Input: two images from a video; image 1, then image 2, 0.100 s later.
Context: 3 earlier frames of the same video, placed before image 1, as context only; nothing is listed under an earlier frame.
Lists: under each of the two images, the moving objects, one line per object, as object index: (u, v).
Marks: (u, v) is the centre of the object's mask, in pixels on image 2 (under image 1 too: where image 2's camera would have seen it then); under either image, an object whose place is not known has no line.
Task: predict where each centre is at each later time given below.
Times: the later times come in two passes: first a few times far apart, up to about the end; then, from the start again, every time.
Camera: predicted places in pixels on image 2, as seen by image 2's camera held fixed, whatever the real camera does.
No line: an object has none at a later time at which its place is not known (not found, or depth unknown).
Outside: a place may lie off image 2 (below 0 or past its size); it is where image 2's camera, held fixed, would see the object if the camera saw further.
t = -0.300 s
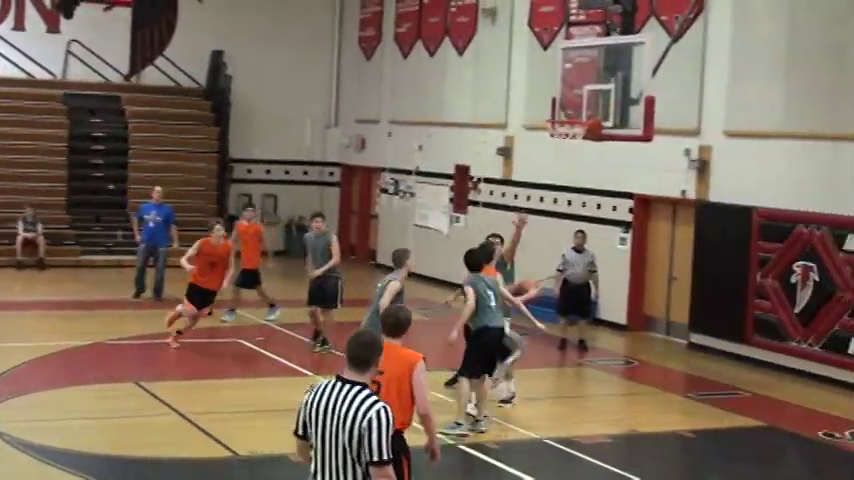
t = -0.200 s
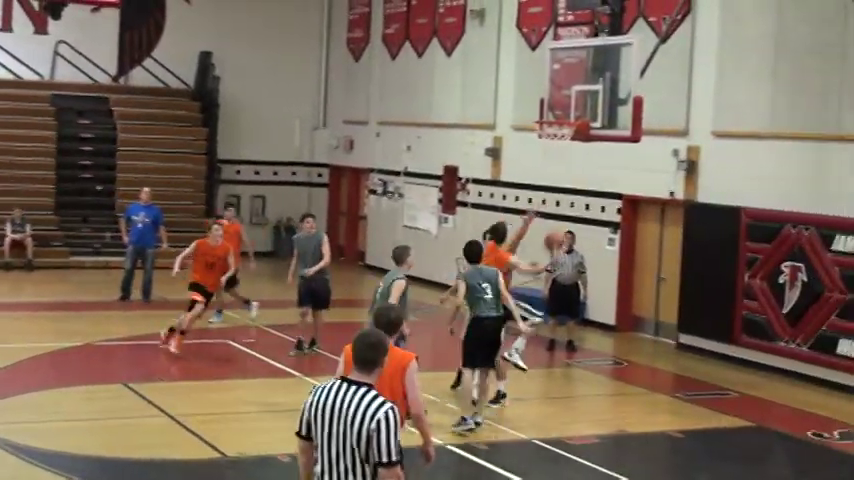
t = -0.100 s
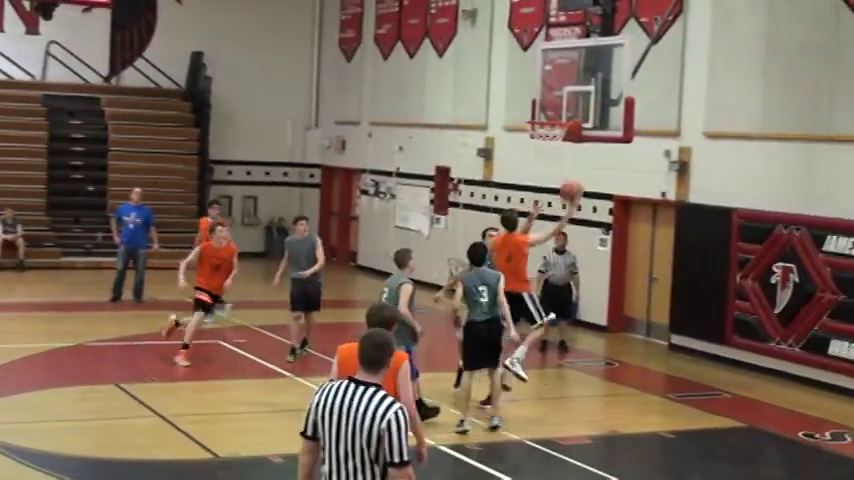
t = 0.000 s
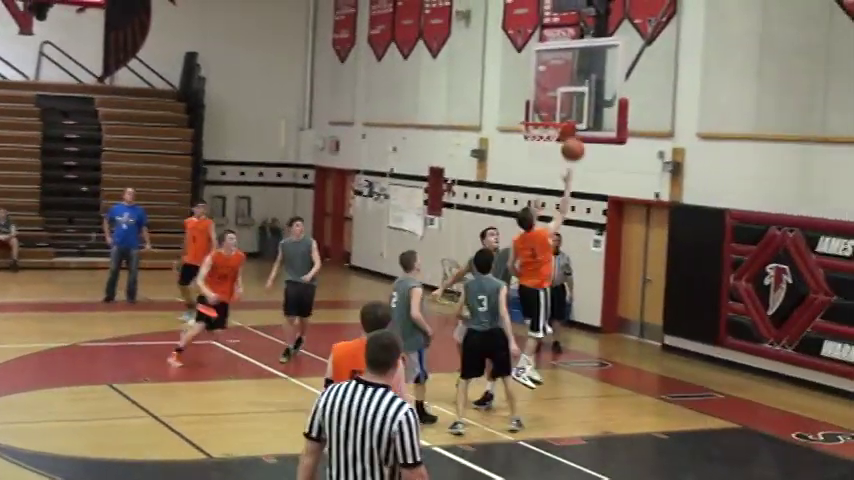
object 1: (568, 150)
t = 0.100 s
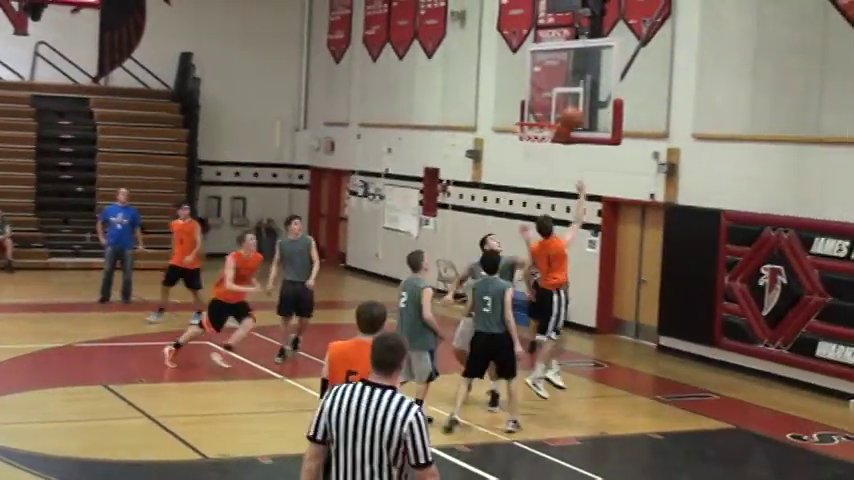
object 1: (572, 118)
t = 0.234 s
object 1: (577, 91)
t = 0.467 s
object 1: (556, 85)
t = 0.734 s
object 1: (535, 114)
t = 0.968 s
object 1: (526, 129)
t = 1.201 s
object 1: (541, 175)
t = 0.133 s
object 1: (572, 110)
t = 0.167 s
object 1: (573, 103)
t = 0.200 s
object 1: (575, 96)
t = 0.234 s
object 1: (577, 91)
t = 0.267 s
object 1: (578, 87)
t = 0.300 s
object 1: (579, 84)
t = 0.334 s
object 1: (579, 83)
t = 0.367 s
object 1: (573, 82)
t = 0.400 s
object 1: (567, 82)
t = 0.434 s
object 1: (561, 83)
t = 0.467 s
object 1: (556, 85)
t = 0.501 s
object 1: (549, 89)
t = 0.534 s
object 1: (543, 93)
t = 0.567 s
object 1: (538, 98)
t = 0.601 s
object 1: (532, 105)
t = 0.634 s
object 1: (526, 112)
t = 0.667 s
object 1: (526, 114)
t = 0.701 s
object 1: (530, 114)
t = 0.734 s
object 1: (535, 114)
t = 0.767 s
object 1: (540, 115)
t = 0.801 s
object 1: (545, 117)
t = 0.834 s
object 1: (544, 117)
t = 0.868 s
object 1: (538, 118)
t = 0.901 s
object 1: (536, 118)
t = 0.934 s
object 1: (527, 128)
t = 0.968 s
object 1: (526, 129)
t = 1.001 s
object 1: (528, 133)
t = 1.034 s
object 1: (529, 137)
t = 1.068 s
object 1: (532, 146)
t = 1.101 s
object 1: (535, 153)
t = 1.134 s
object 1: (537, 157)
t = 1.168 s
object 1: (539, 166)
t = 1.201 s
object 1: (541, 175)
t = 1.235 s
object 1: (543, 185)
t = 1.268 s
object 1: (544, 196)
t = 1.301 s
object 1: (546, 209)
